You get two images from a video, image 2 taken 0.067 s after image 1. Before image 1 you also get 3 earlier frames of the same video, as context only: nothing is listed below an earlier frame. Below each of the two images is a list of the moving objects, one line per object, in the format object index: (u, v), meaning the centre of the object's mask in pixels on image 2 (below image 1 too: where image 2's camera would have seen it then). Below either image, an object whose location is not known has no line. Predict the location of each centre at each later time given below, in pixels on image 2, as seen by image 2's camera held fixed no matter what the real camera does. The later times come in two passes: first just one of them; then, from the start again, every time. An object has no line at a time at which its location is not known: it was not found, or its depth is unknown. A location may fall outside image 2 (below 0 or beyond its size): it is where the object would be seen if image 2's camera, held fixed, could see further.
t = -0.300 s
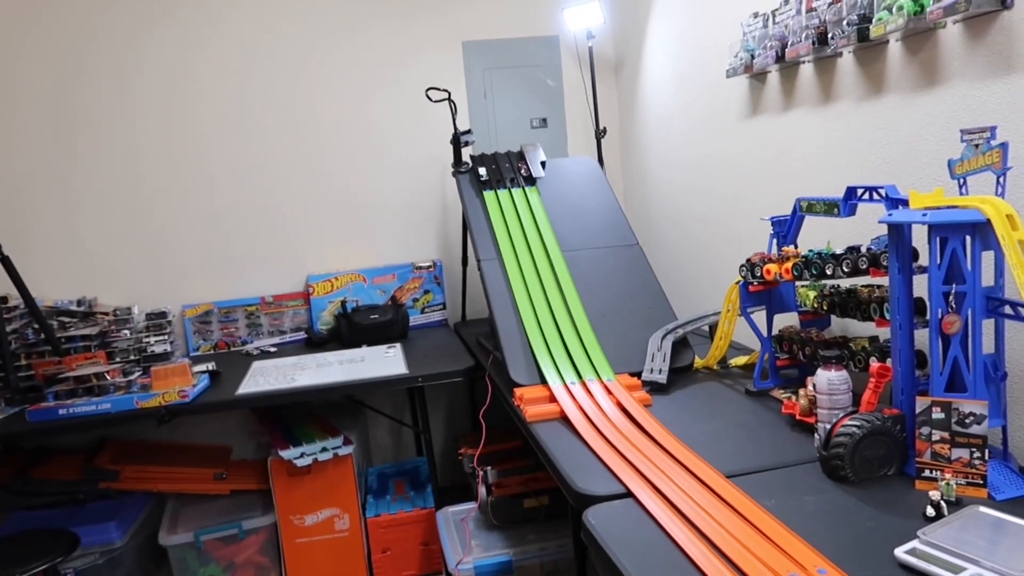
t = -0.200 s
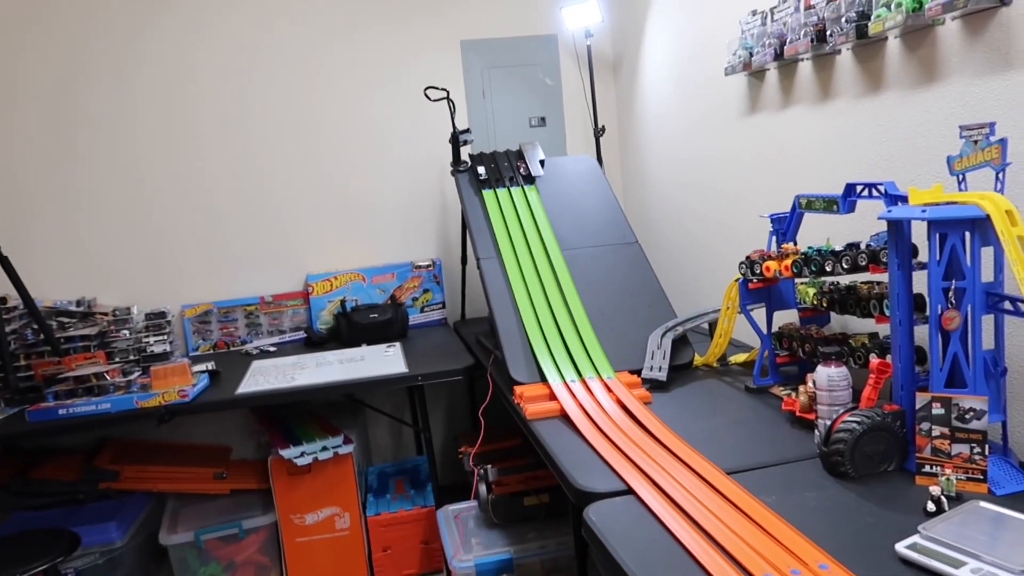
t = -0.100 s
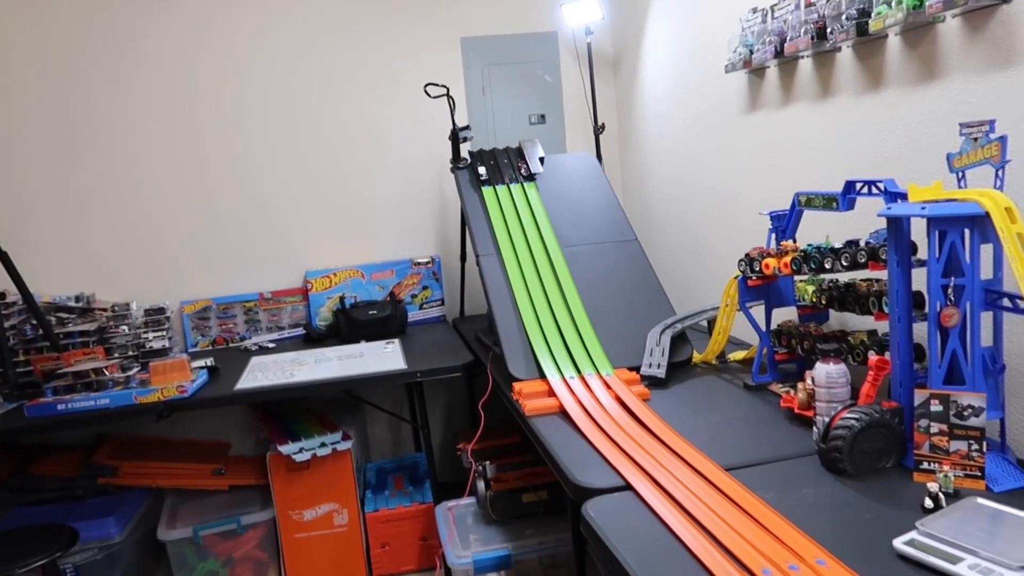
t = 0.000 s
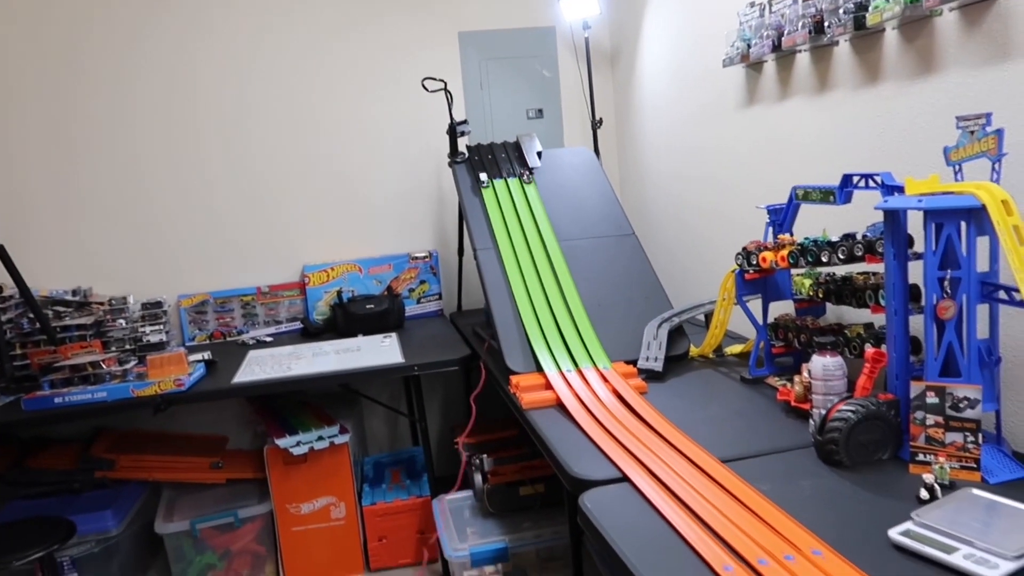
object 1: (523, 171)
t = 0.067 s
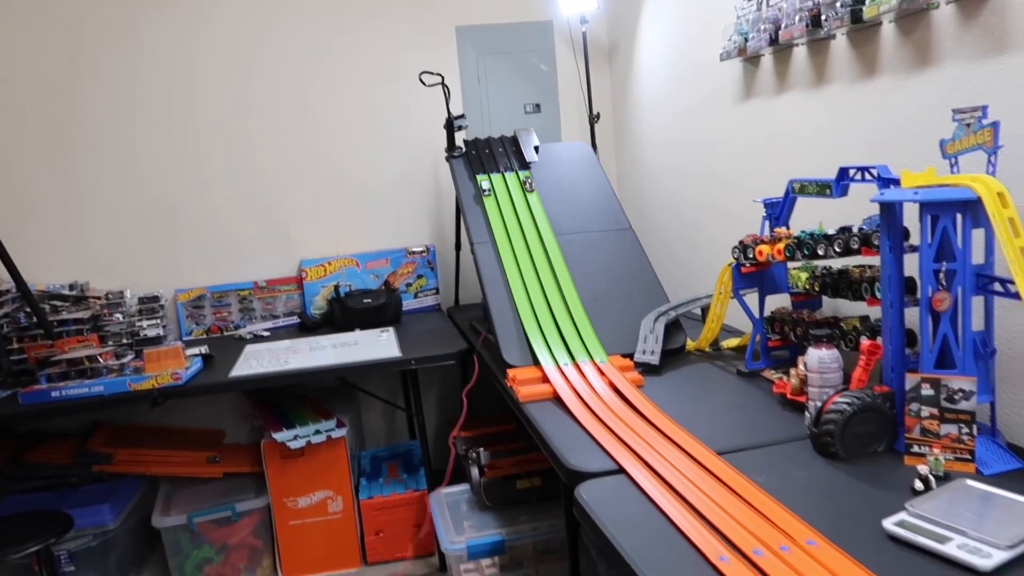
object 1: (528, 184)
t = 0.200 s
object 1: (544, 227)
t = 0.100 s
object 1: (531, 193)
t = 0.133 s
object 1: (535, 203)
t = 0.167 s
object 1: (539, 214)
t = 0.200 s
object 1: (544, 227)
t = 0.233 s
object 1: (550, 241)
